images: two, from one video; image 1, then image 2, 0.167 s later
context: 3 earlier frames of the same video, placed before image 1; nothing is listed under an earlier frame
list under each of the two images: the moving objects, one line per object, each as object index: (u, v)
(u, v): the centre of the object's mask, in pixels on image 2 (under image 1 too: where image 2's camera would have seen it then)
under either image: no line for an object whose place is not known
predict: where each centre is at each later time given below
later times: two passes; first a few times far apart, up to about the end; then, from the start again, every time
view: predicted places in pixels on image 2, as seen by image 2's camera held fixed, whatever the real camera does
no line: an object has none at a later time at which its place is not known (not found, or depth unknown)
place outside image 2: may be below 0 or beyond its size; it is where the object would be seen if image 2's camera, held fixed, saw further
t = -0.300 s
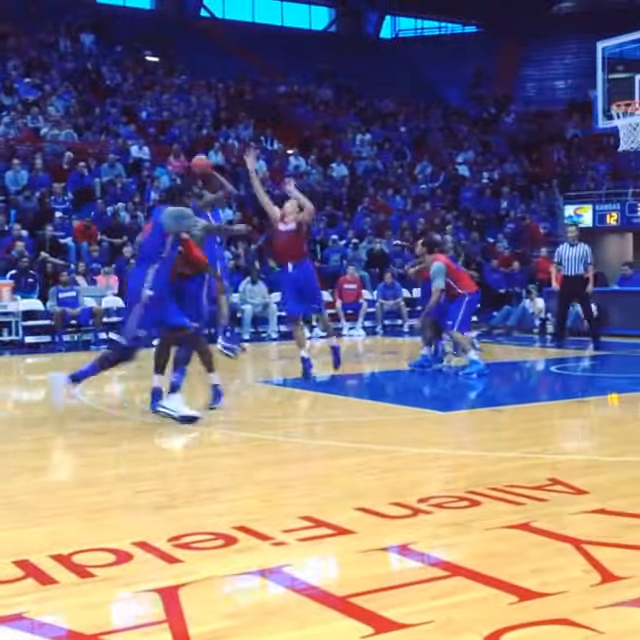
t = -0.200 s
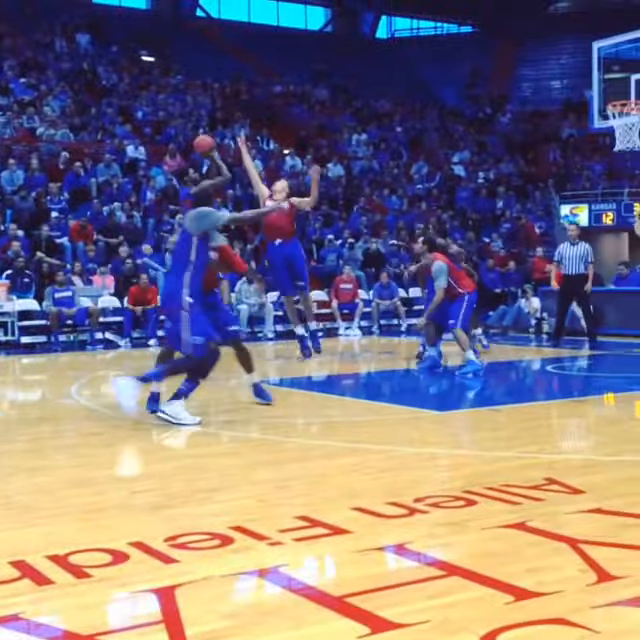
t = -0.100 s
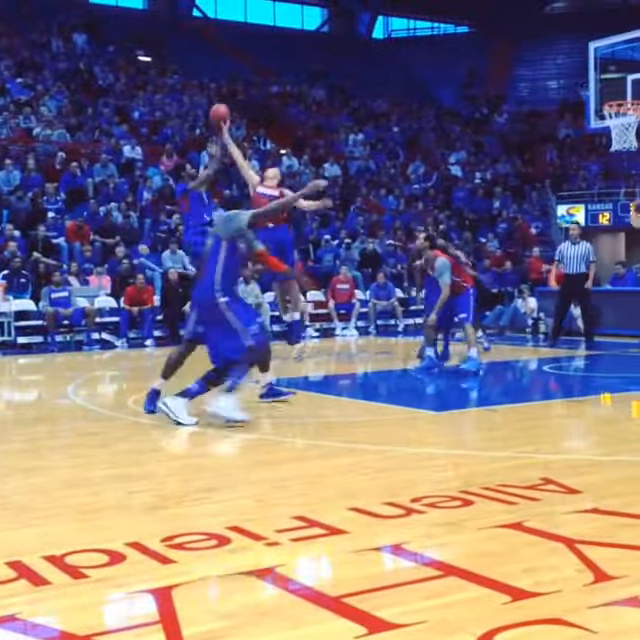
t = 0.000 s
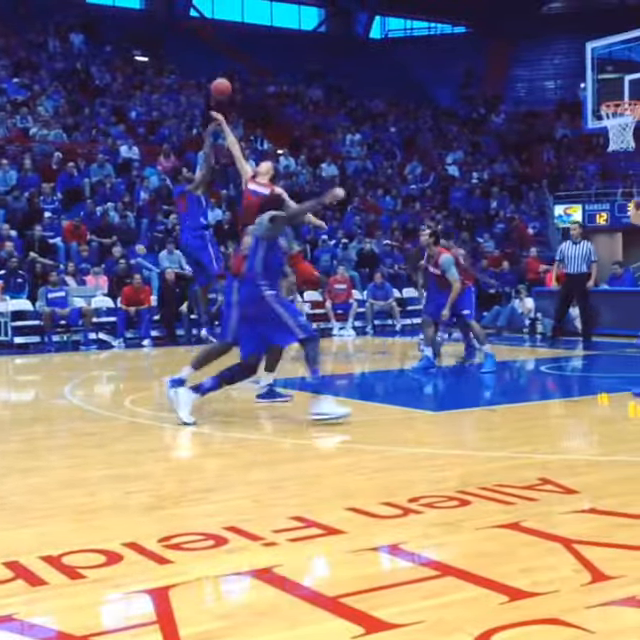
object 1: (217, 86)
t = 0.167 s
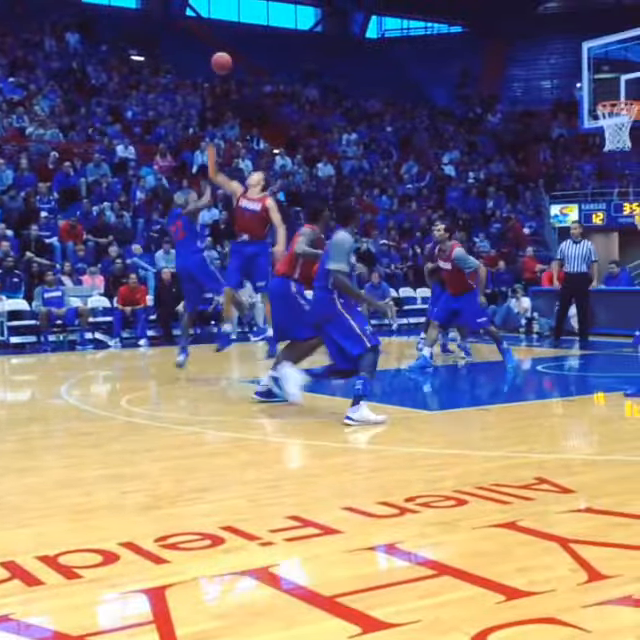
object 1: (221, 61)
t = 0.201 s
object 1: (222, 59)
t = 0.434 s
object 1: (228, 70)
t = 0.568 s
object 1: (233, 99)
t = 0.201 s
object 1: (222, 59)
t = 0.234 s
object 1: (223, 57)
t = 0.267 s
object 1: (224, 57)
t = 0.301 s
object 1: (224, 57)
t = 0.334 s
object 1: (226, 58)
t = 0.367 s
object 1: (227, 61)
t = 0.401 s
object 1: (228, 65)
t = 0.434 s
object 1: (228, 70)
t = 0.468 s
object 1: (230, 76)
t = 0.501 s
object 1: (231, 82)
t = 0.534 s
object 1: (232, 90)
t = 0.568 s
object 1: (233, 99)
